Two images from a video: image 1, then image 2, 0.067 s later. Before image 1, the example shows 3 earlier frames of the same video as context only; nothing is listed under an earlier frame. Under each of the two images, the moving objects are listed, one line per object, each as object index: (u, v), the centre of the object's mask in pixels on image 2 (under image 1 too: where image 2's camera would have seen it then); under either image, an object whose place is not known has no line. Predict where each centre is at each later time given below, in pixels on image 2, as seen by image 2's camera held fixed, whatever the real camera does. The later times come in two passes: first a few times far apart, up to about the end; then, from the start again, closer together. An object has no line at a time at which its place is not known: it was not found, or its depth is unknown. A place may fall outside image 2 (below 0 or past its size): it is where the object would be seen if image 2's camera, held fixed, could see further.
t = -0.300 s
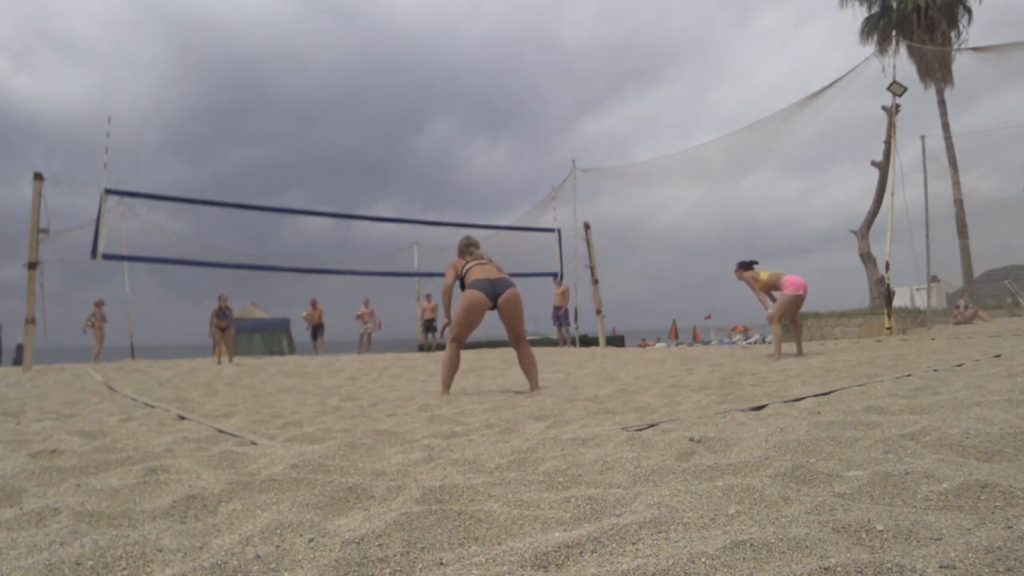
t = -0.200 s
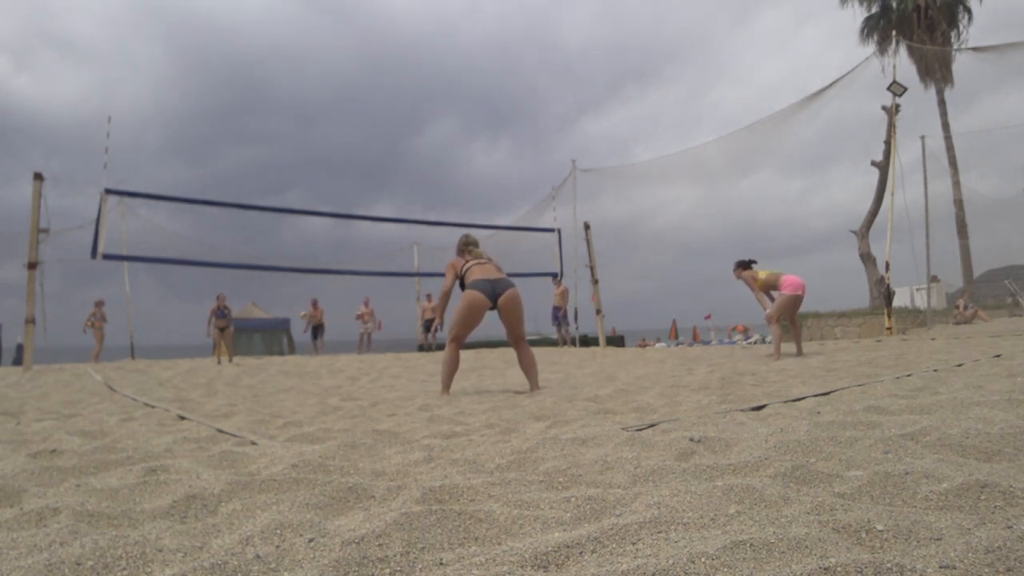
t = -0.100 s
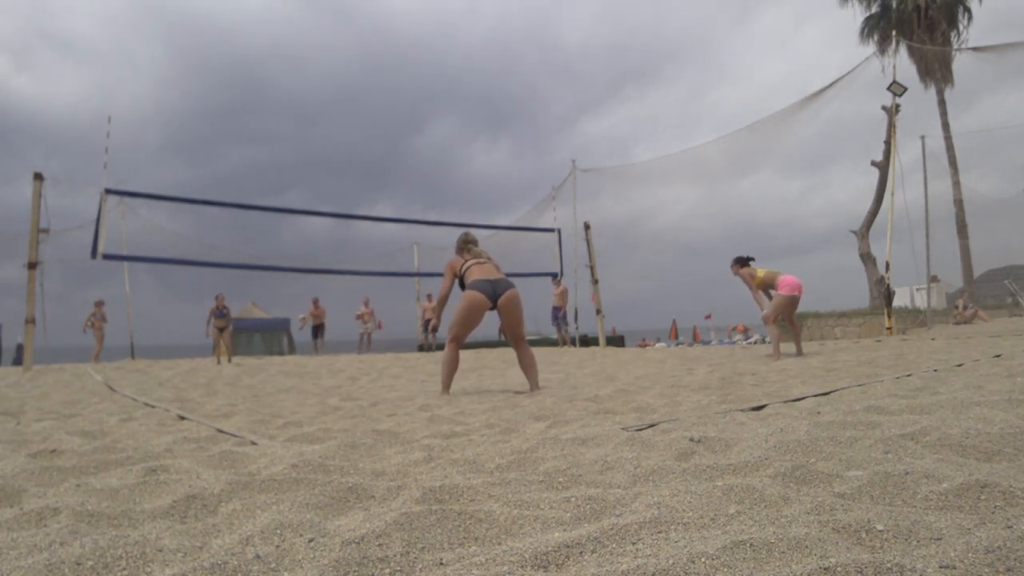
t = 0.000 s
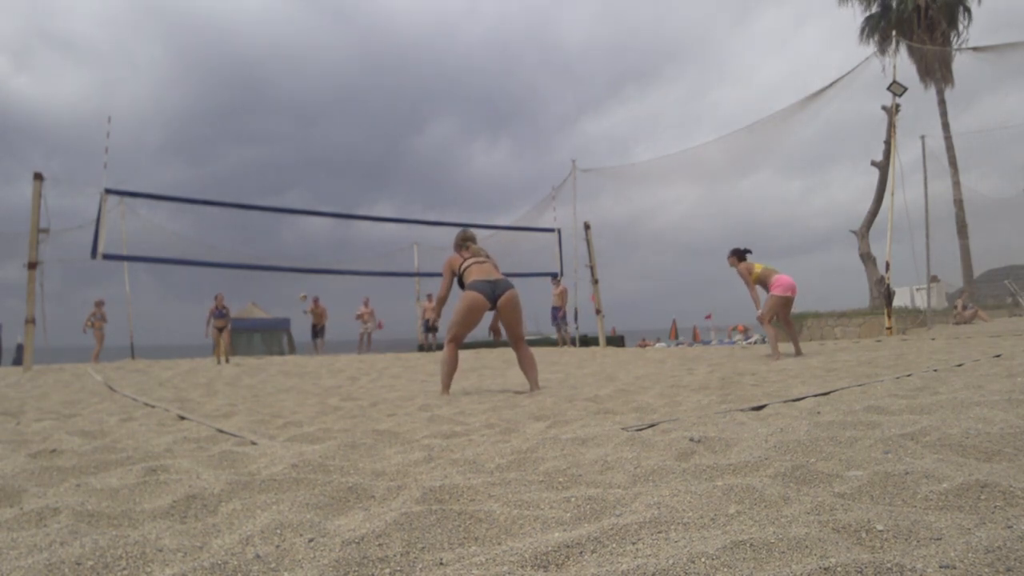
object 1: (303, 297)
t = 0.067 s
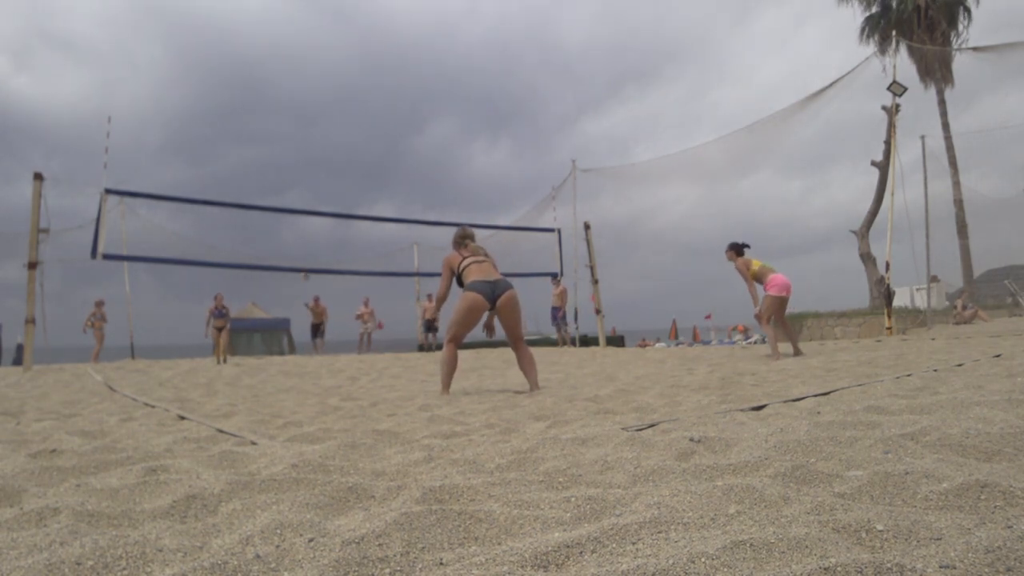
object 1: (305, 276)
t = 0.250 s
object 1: (312, 222)
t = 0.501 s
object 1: (323, 159)
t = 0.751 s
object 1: (337, 121)
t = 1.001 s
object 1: (354, 116)
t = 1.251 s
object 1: (376, 151)
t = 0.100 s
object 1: (307, 264)
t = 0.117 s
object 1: (307, 260)
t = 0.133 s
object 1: (308, 255)
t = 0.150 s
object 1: (309, 250)
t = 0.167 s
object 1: (309, 246)
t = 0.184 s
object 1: (309, 241)
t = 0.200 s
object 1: (310, 236)
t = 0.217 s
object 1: (310, 231)
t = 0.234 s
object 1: (311, 226)
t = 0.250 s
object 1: (312, 222)
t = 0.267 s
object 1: (313, 218)
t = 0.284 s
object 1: (313, 210)
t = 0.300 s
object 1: (314, 207)
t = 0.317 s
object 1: (315, 202)
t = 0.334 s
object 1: (315, 198)
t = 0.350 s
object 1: (316, 194)
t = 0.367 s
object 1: (317, 189)
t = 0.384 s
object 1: (317, 185)
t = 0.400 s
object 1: (318, 182)
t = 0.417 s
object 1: (319, 178)
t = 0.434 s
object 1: (320, 174)
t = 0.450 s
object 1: (321, 170)
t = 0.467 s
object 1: (321, 166)
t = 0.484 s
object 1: (322, 162)
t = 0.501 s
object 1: (323, 159)
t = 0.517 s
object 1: (324, 155)
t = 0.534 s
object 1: (325, 152)
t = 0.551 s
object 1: (326, 149)
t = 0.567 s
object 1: (327, 146)
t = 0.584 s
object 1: (328, 143)
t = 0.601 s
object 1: (329, 140)
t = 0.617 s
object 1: (329, 138)
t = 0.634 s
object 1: (330, 135)
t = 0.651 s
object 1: (331, 133)
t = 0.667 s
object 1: (332, 131)
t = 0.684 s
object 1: (333, 129)
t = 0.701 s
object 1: (334, 127)
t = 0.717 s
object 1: (335, 125)
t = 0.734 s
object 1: (336, 123)
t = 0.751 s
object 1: (337, 121)
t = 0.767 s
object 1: (338, 120)
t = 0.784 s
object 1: (339, 119)
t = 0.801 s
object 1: (340, 118)
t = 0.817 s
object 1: (341, 117)
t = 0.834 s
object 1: (343, 116)
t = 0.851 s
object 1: (344, 115)
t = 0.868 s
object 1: (345, 115)
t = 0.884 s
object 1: (346, 114)
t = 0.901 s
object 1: (347, 114)
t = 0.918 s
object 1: (348, 114)
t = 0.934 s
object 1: (349, 114)
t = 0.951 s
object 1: (350, 114)
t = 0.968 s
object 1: (351, 114)
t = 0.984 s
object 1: (353, 115)
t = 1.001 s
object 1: (354, 116)
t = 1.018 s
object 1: (355, 117)
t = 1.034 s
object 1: (356, 117)
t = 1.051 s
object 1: (357, 118)
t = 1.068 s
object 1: (359, 120)
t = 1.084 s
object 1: (360, 122)
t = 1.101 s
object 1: (361, 123)
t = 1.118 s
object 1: (363, 125)
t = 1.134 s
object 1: (364, 128)
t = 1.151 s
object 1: (366, 131)
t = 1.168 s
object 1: (367, 133)
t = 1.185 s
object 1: (369, 136)
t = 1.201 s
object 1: (371, 139)
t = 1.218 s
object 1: (372, 143)
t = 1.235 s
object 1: (374, 147)
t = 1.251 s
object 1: (376, 151)
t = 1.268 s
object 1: (377, 155)
